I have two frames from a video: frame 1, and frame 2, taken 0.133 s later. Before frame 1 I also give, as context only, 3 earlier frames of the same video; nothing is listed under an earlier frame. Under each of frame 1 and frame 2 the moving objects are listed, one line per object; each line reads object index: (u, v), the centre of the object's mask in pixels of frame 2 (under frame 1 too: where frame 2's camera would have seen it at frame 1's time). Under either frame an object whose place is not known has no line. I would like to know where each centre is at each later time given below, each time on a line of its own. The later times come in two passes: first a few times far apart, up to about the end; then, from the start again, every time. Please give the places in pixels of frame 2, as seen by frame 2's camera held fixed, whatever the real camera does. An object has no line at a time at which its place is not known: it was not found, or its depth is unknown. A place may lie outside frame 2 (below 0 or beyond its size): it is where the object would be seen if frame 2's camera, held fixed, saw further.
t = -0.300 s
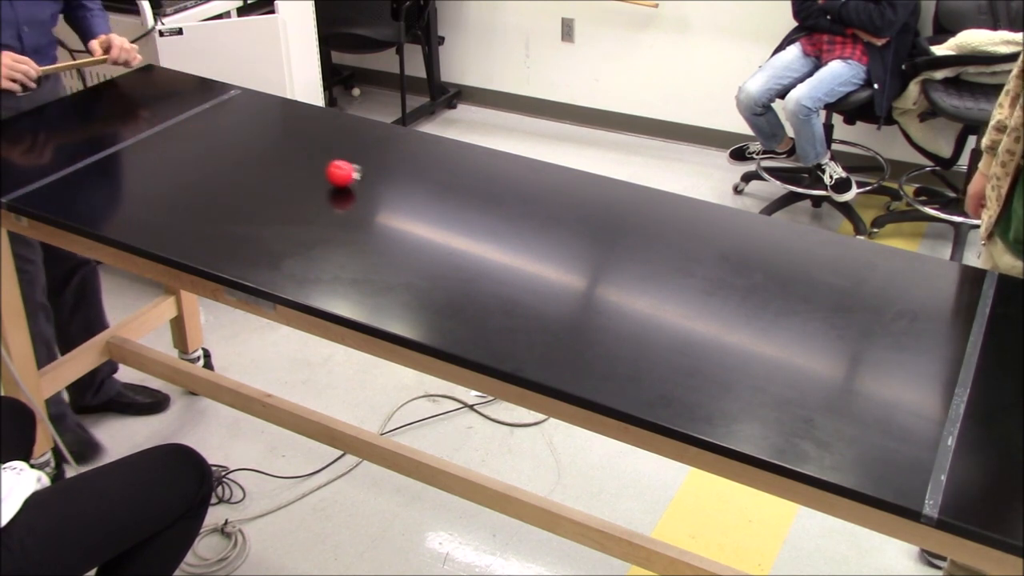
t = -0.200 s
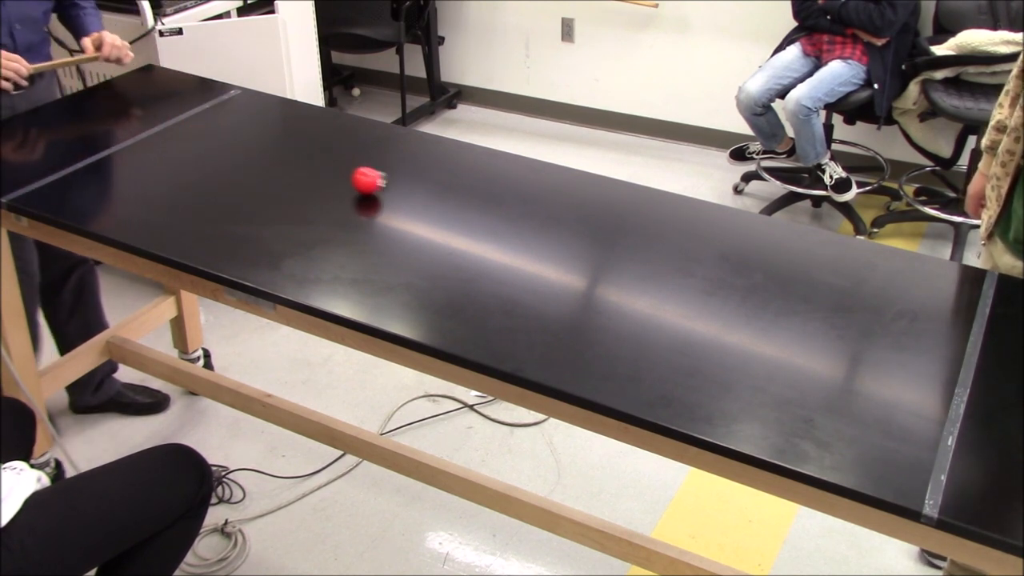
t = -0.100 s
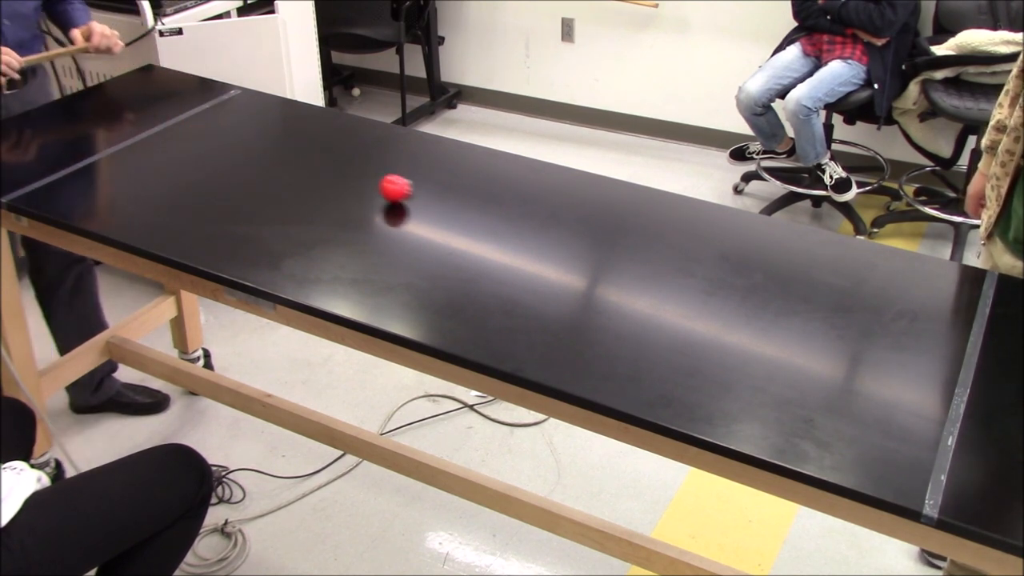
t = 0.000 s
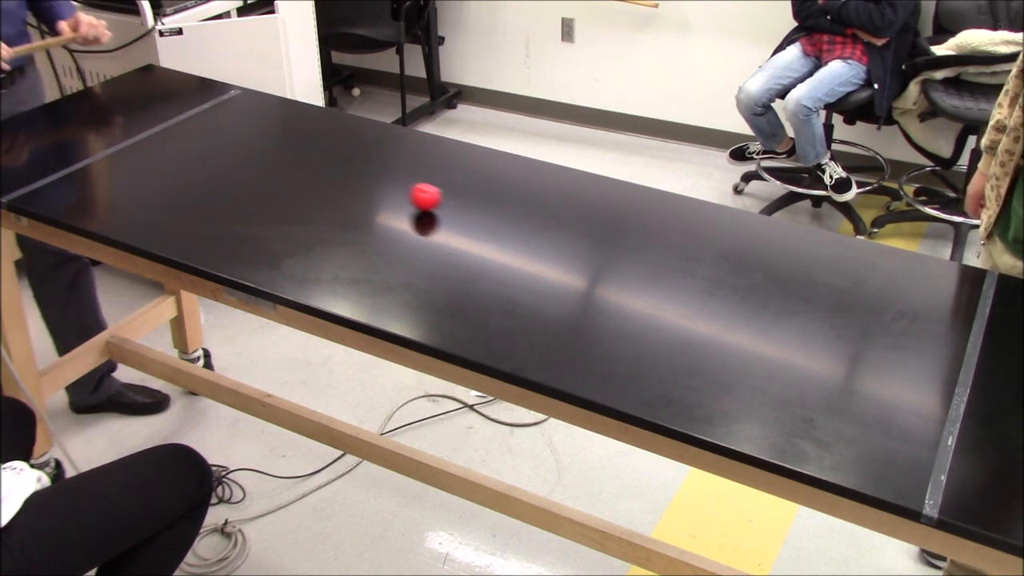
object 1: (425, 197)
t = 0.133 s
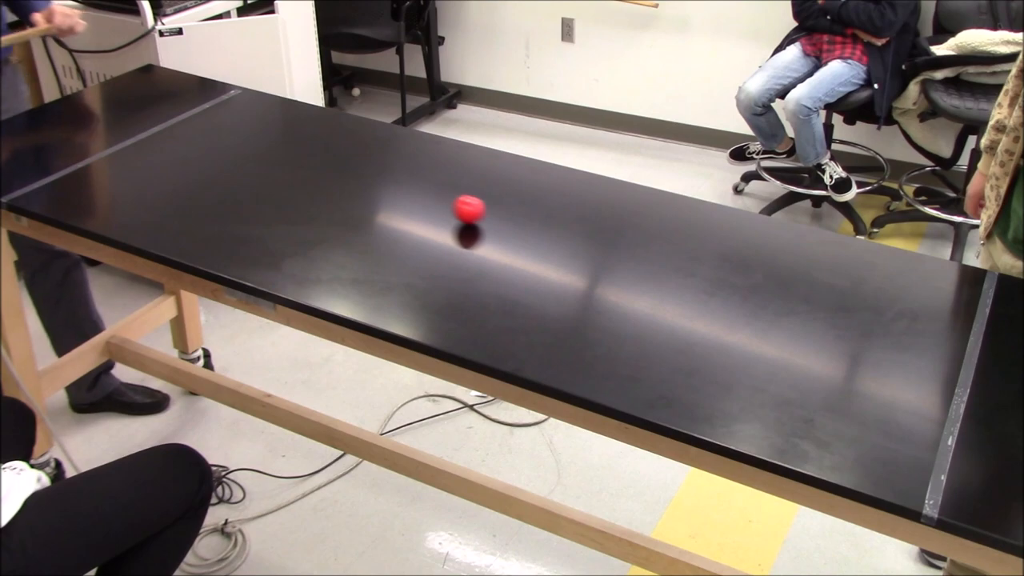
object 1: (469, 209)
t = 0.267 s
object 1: (517, 223)
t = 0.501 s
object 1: (614, 251)
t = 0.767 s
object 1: (749, 291)
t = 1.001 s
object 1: (888, 334)
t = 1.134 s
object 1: (983, 362)
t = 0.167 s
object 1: (480, 213)
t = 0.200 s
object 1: (492, 216)
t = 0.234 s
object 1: (504, 220)
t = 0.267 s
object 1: (517, 223)
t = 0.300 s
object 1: (530, 227)
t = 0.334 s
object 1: (543, 231)
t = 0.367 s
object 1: (557, 235)
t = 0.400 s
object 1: (571, 239)
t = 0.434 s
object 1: (585, 243)
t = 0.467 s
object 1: (599, 247)
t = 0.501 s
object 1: (614, 251)
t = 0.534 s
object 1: (629, 256)
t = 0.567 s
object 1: (645, 261)
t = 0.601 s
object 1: (661, 265)
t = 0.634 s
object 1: (678, 271)
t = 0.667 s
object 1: (695, 275)
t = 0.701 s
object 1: (712, 281)
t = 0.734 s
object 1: (730, 286)
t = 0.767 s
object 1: (749, 291)
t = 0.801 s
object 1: (766, 297)
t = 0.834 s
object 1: (785, 302)
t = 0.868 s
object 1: (805, 308)
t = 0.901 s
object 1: (825, 315)
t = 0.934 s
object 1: (846, 321)
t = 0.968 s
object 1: (866, 327)
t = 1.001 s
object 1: (888, 334)
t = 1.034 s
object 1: (911, 340)
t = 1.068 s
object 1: (934, 348)
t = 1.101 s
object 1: (958, 355)
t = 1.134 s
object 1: (983, 362)
